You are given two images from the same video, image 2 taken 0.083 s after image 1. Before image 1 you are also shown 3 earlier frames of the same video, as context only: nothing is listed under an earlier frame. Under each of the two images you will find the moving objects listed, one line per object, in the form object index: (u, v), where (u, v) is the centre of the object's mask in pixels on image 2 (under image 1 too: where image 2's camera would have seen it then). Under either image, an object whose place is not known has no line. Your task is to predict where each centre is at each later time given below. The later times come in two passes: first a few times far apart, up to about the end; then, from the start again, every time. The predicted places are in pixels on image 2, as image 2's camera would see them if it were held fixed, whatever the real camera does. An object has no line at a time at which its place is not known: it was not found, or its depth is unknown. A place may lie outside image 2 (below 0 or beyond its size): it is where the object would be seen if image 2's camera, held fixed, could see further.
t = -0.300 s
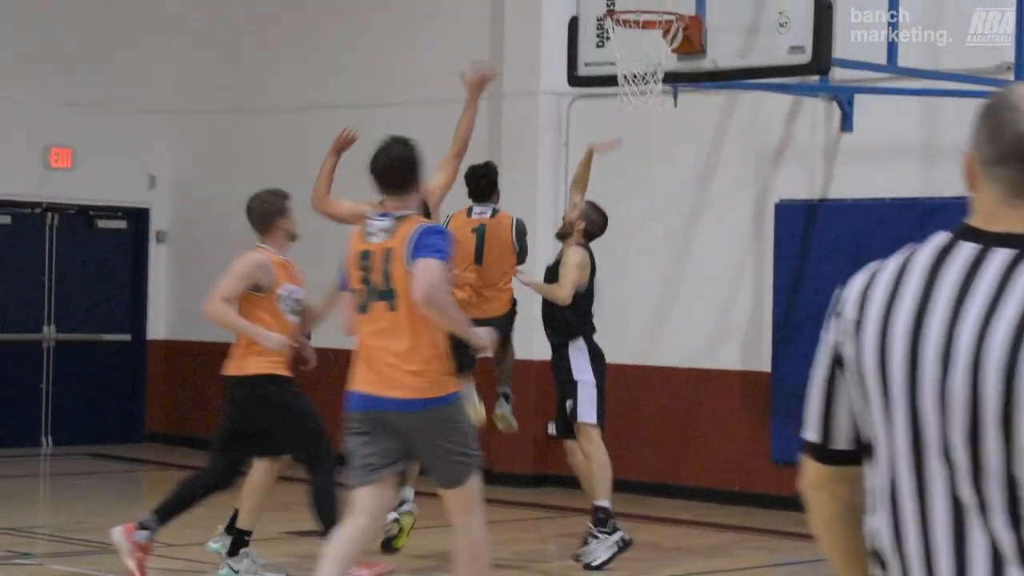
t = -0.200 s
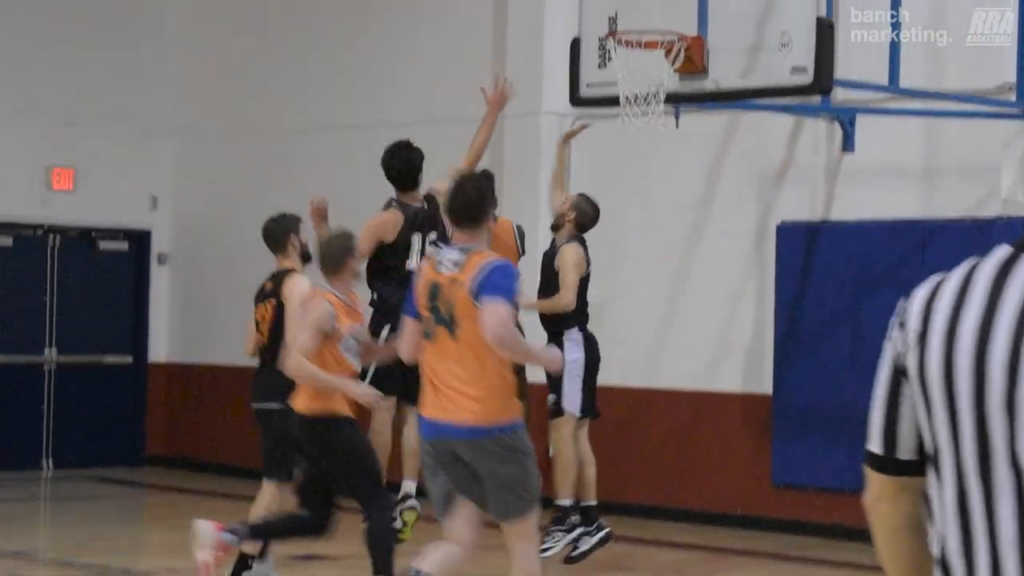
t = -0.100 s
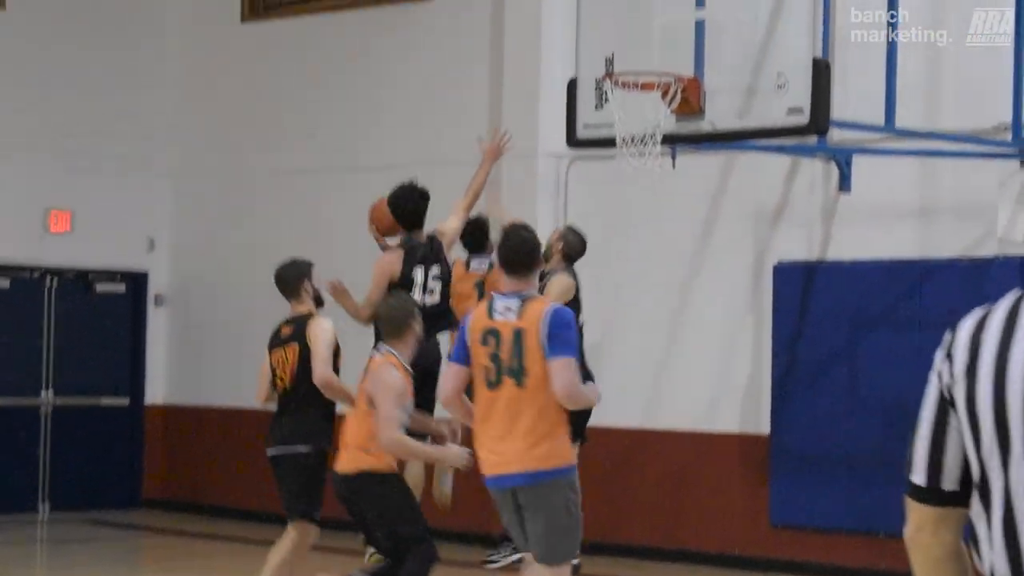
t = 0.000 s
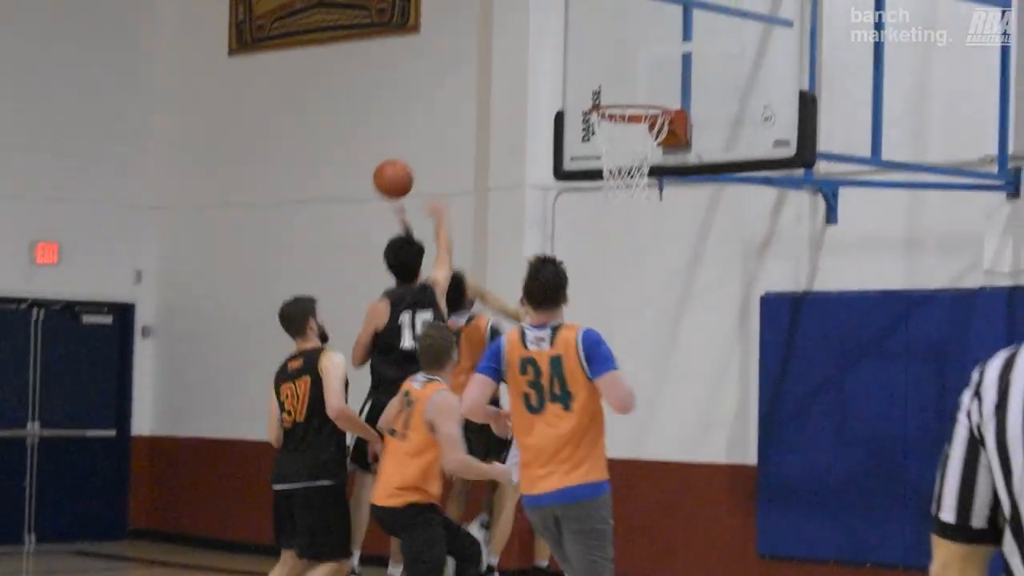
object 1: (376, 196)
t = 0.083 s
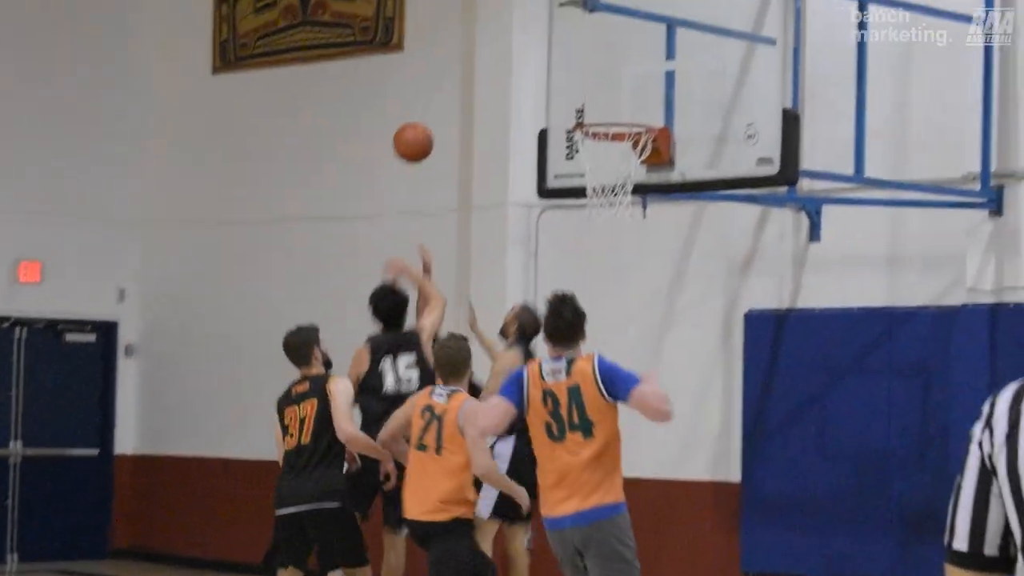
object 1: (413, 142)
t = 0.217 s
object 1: (471, 78)
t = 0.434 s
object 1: (562, 36)
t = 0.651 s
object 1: (623, 69)
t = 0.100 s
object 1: (420, 132)
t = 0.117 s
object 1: (428, 123)
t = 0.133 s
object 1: (435, 114)
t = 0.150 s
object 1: (442, 106)
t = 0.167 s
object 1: (449, 99)
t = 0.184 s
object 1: (457, 91)
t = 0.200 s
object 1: (463, 84)
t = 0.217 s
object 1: (471, 78)
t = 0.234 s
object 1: (478, 72)
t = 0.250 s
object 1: (485, 66)
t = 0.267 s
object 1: (492, 61)
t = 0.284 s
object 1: (499, 57)
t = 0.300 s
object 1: (506, 52)
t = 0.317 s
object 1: (513, 49)
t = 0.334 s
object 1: (520, 46)
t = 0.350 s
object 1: (527, 43)
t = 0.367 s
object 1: (534, 40)
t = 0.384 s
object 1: (541, 39)
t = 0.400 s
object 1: (548, 37)
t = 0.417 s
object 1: (555, 36)
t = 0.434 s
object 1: (562, 36)
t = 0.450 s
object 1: (568, 35)
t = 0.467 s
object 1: (575, 36)
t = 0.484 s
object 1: (582, 37)
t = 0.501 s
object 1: (589, 38)
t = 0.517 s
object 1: (596, 40)
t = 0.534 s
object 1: (603, 42)
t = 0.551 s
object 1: (609, 45)
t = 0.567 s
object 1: (616, 48)
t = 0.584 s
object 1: (623, 52)
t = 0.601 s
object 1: (623, 56)
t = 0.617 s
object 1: (623, 60)
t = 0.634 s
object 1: (623, 65)
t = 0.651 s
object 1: (623, 69)
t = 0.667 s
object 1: (623, 75)
